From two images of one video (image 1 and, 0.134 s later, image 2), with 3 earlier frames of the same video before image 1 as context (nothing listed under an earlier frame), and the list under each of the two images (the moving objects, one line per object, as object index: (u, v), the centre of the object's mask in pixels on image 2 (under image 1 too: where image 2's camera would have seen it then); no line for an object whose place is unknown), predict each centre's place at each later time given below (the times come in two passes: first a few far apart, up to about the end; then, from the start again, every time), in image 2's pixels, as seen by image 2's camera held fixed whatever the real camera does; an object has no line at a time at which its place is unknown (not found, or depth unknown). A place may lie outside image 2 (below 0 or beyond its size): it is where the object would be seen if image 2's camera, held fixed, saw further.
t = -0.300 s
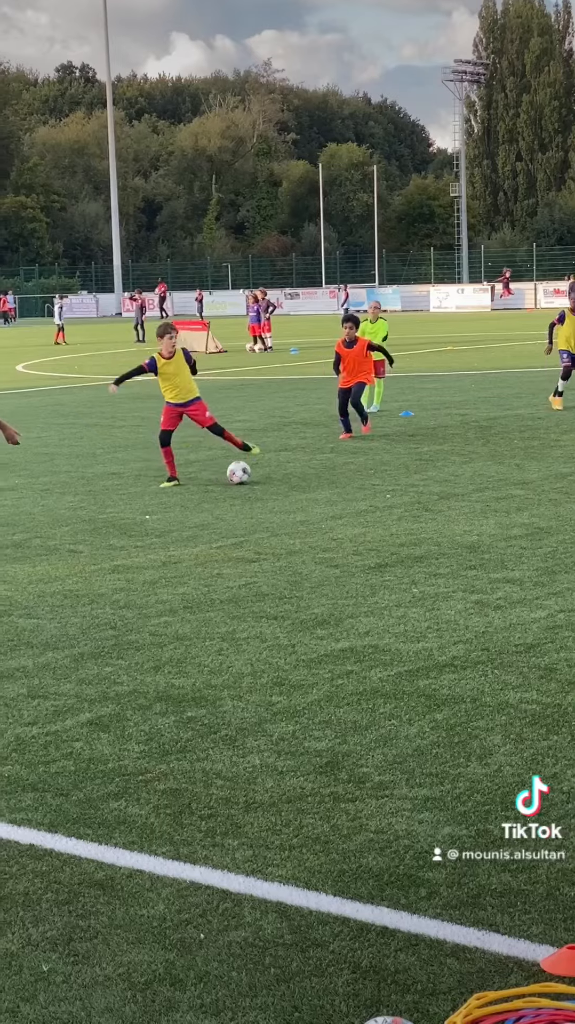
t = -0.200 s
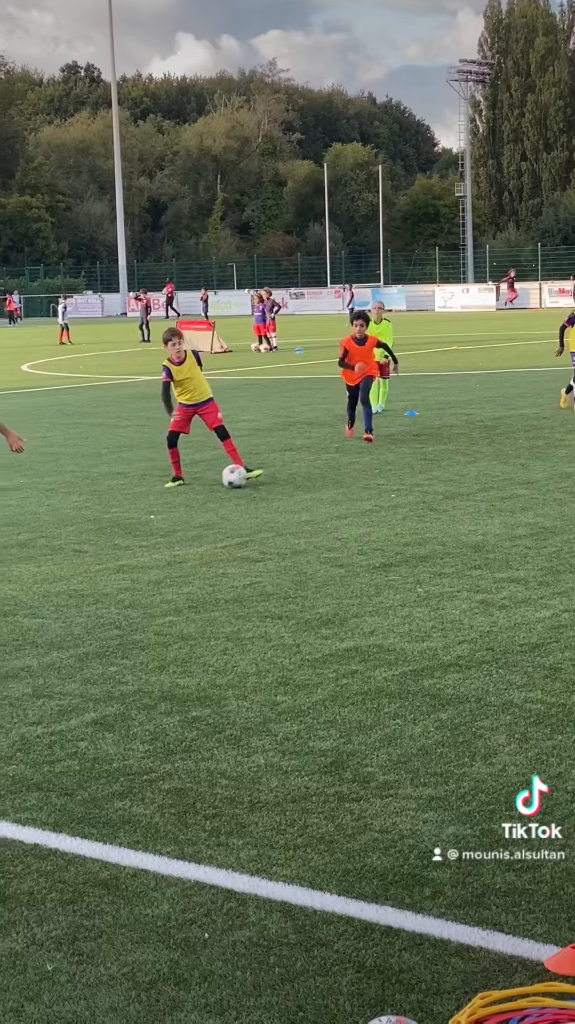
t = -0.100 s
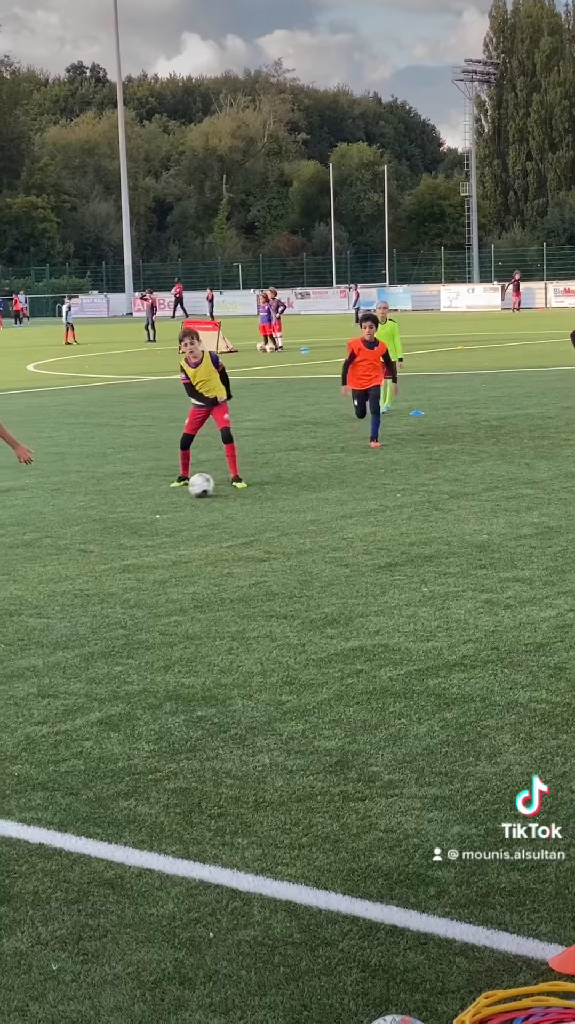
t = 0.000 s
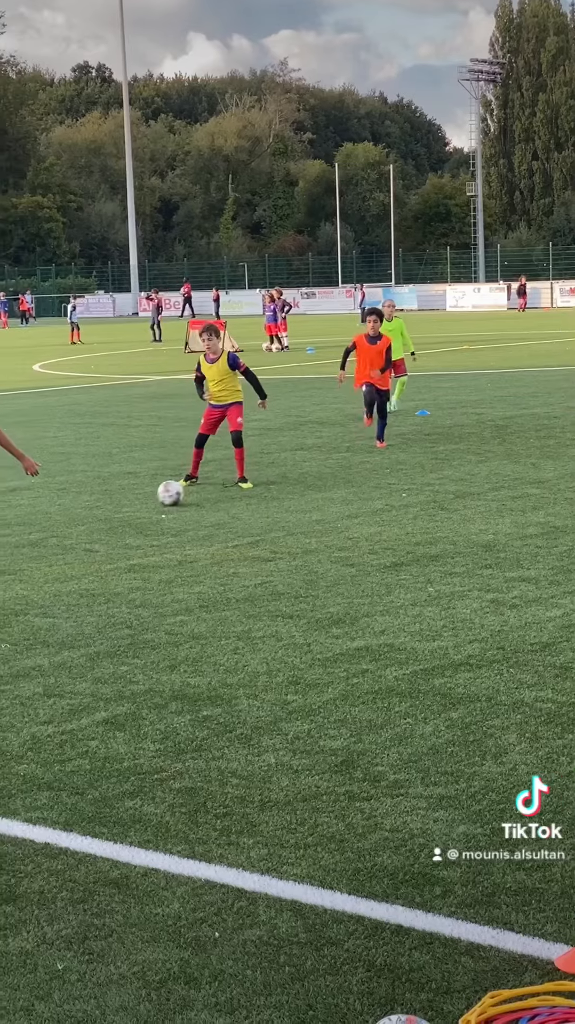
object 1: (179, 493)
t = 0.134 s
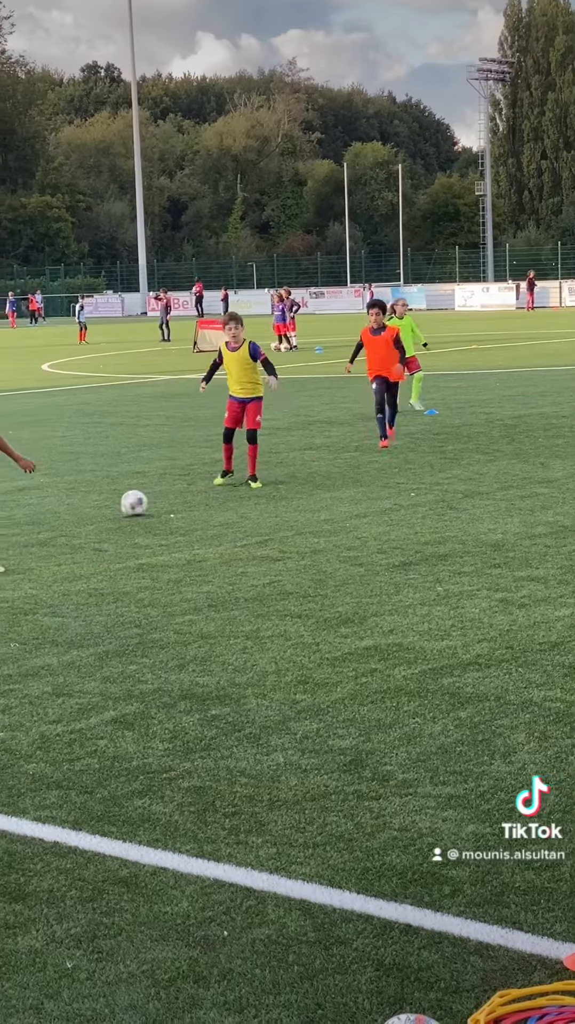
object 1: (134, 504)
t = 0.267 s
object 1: (93, 513)
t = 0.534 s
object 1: (18, 532)
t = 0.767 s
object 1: (-41, 549)
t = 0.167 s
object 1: (123, 506)
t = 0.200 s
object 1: (113, 508)
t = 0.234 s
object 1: (102, 511)
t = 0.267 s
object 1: (93, 513)
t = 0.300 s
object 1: (83, 515)
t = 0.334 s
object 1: (73, 517)
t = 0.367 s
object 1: (63, 521)
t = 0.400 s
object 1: (54, 523)
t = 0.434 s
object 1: (45, 525)
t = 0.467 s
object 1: (35, 527)
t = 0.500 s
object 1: (26, 529)
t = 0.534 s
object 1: (18, 532)
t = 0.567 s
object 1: (8, 535)
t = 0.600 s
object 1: (-2, 537)
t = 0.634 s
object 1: (-10, 538)
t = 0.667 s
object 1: (-19, 541)
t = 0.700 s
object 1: (-29, 544)
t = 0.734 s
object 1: (-35, 546)
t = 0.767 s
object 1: (-41, 549)
